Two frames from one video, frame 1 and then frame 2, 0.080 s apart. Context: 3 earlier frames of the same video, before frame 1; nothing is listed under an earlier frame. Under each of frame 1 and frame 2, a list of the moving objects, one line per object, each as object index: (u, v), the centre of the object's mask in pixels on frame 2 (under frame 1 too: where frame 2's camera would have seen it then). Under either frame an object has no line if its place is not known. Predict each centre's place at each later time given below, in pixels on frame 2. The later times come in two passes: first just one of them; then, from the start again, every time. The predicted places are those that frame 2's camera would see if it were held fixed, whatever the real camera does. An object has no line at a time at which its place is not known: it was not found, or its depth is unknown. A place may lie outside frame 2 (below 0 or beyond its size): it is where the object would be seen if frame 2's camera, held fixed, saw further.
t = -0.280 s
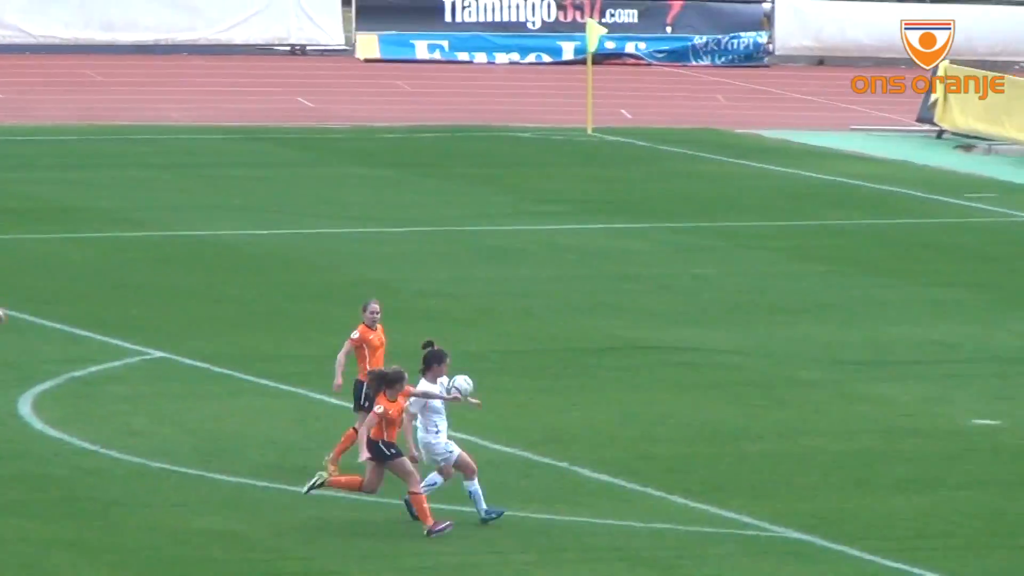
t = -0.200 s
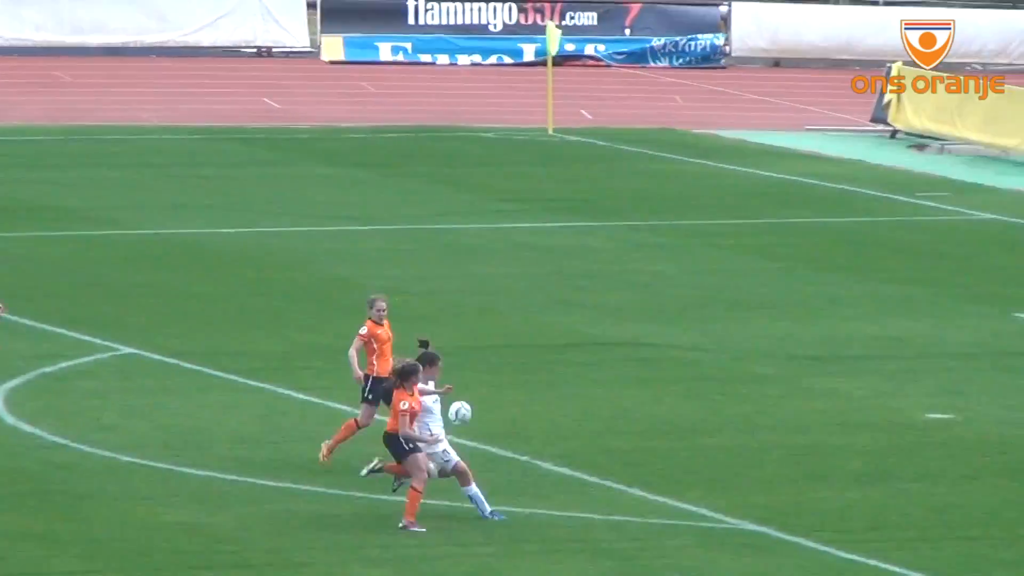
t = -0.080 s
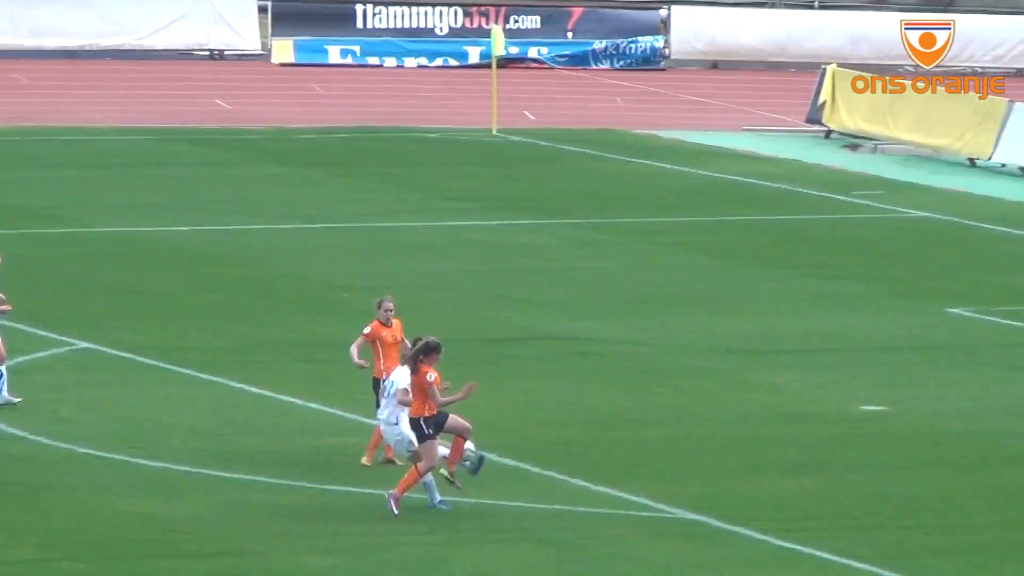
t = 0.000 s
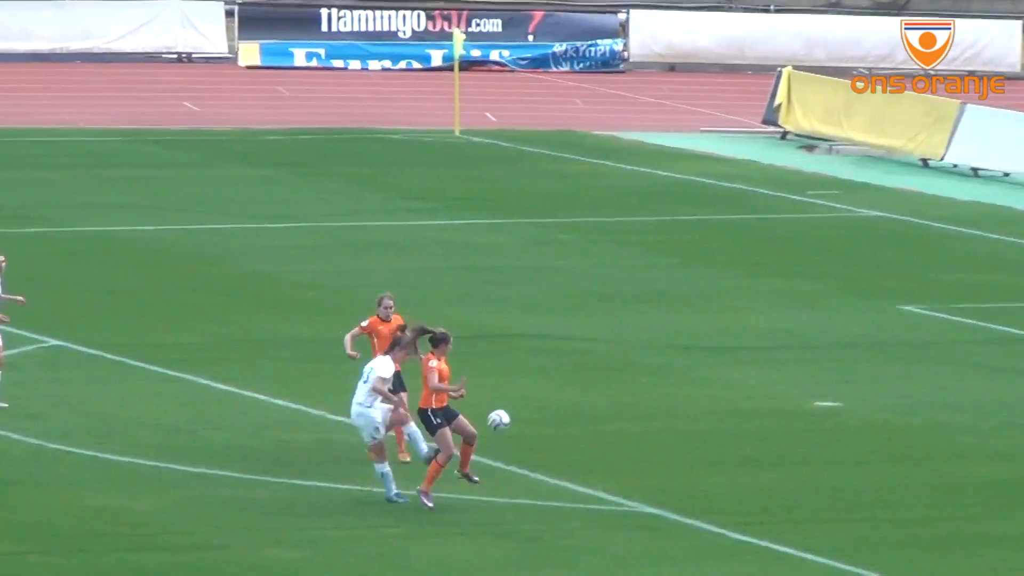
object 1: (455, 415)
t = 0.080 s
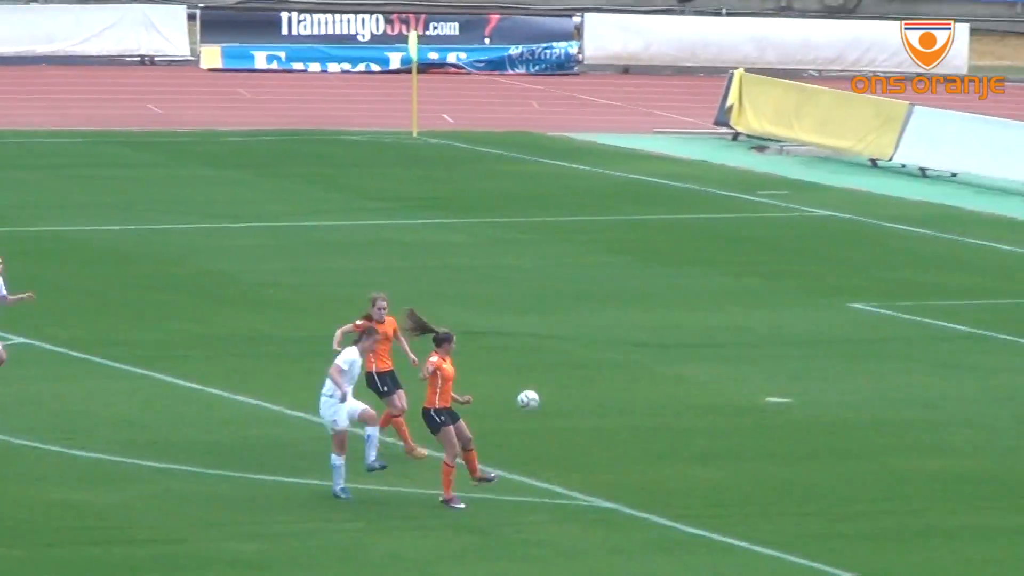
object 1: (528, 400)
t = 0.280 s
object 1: (707, 393)
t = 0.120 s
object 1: (564, 394)
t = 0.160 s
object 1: (601, 391)
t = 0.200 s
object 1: (637, 390)
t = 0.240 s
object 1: (672, 390)
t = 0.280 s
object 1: (707, 393)
